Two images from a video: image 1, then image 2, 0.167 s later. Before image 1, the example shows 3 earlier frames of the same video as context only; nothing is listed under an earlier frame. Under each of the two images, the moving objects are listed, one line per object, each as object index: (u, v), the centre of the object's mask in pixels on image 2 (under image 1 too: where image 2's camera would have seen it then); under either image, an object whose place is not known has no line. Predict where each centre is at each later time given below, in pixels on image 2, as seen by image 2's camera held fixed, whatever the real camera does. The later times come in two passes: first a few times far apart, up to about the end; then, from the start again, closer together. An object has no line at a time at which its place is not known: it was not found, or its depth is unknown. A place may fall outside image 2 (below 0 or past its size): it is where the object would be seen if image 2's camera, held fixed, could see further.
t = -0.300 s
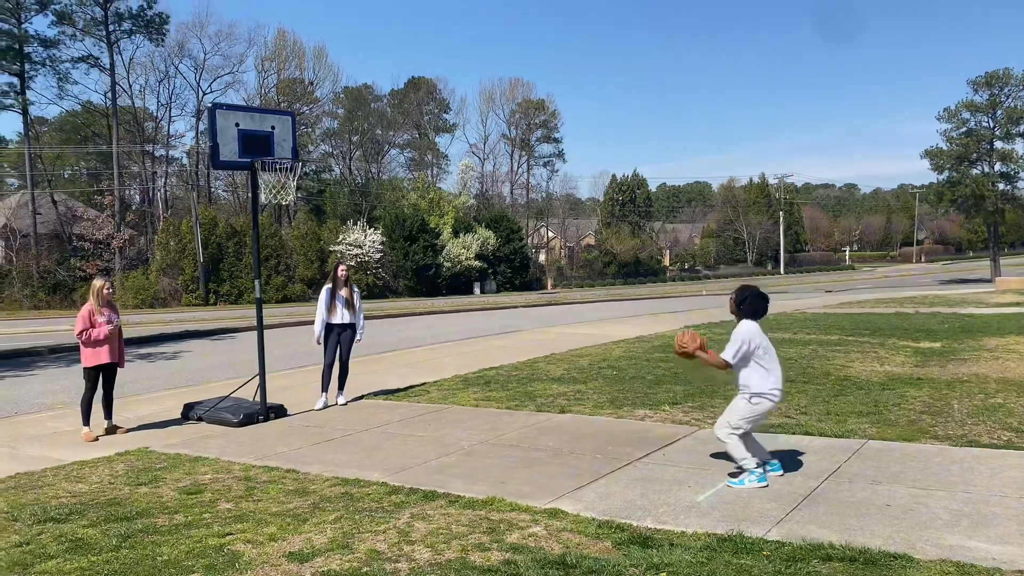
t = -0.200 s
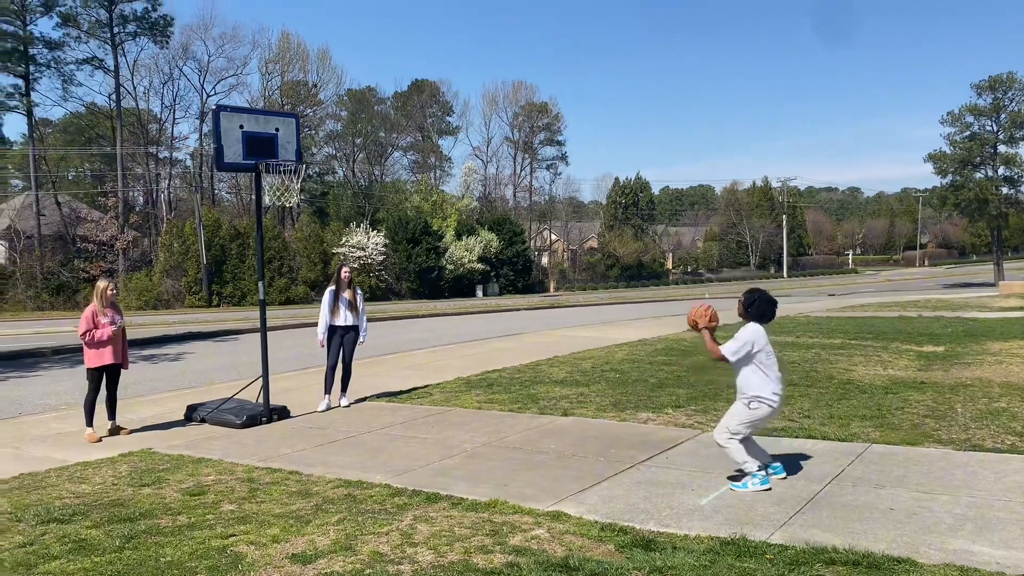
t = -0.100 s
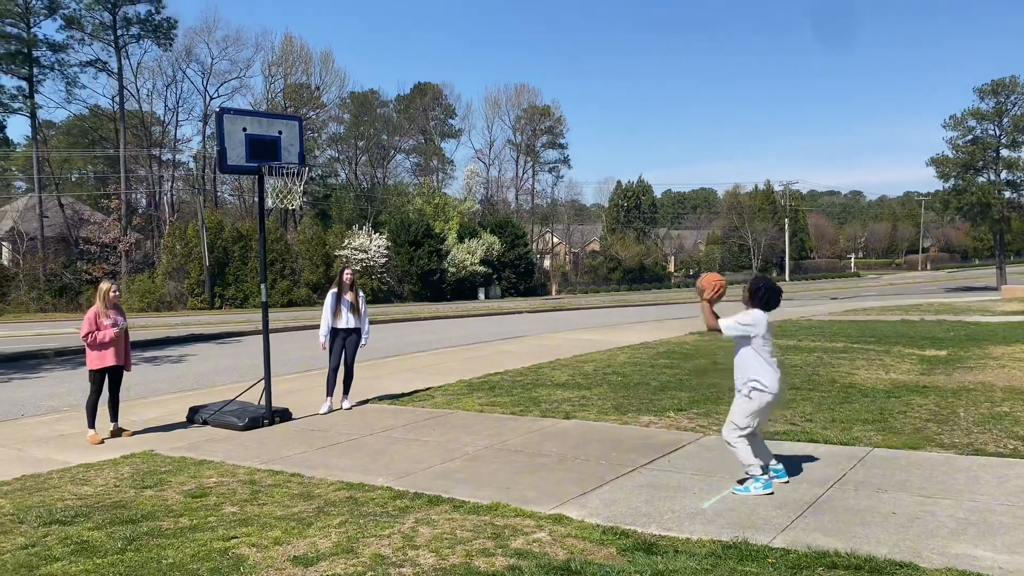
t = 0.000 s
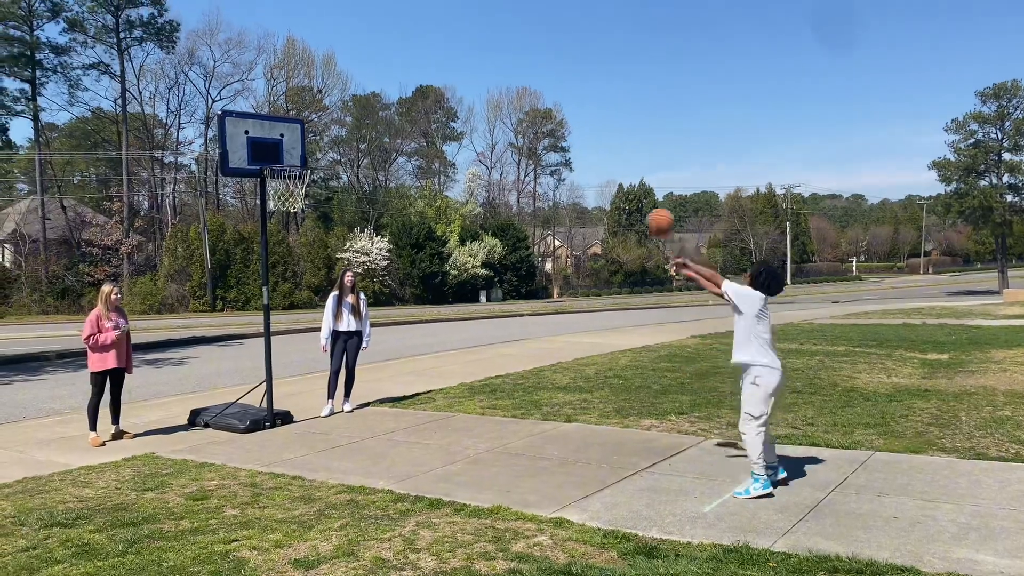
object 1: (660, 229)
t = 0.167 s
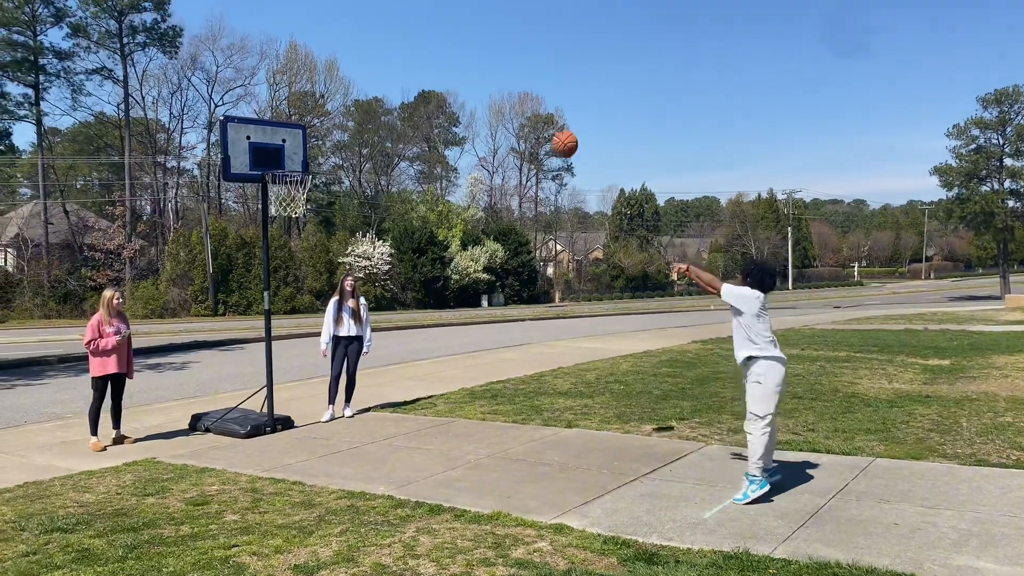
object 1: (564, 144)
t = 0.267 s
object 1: (513, 113)
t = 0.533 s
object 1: (393, 87)
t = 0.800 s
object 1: (294, 130)
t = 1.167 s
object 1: (204, 144)
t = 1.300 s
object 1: (173, 155)
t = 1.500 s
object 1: (122, 208)
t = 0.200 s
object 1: (547, 132)
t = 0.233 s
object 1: (530, 122)
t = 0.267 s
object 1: (513, 113)
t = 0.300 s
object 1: (497, 105)
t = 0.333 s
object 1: (481, 99)
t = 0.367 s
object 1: (465, 94)
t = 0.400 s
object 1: (450, 90)
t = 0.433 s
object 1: (435, 88)
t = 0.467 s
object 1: (421, 87)
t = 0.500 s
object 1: (407, 86)
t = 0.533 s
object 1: (393, 87)
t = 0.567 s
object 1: (379, 89)
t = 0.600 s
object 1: (367, 92)
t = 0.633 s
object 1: (353, 96)
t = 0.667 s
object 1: (341, 102)
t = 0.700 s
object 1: (328, 107)
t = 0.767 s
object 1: (304, 121)
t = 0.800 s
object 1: (294, 130)
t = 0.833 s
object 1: (282, 139)
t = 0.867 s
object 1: (270, 150)
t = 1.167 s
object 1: (204, 144)
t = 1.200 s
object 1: (196, 146)
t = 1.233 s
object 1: (188, 148)
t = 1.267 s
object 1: (180, 151)
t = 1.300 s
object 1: (173, 155)
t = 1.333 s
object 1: (165, 161)
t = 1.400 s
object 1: (148, 176)
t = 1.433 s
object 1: (140, 185)
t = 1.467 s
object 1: (132, 196)
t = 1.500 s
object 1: (122, 208)
